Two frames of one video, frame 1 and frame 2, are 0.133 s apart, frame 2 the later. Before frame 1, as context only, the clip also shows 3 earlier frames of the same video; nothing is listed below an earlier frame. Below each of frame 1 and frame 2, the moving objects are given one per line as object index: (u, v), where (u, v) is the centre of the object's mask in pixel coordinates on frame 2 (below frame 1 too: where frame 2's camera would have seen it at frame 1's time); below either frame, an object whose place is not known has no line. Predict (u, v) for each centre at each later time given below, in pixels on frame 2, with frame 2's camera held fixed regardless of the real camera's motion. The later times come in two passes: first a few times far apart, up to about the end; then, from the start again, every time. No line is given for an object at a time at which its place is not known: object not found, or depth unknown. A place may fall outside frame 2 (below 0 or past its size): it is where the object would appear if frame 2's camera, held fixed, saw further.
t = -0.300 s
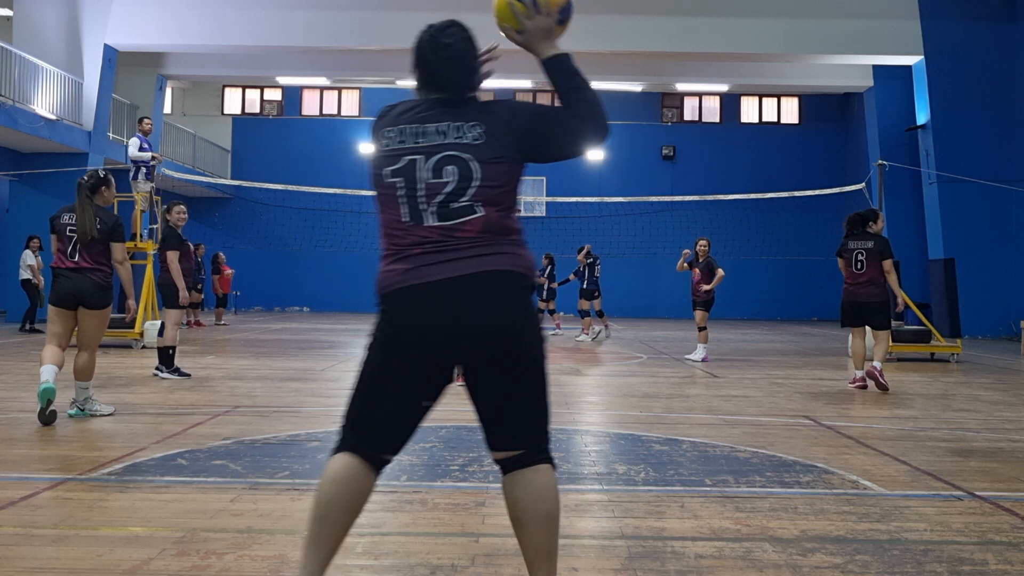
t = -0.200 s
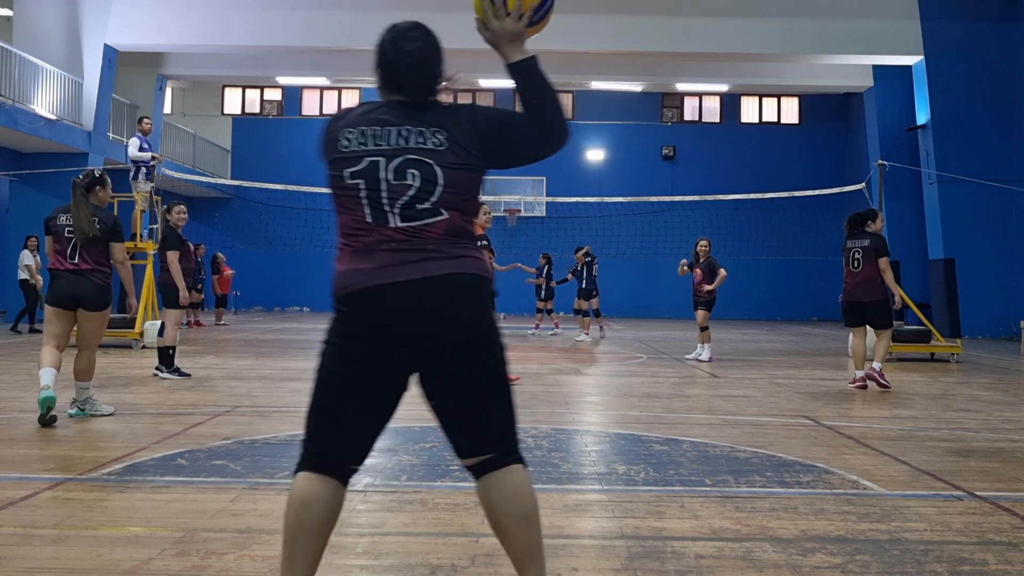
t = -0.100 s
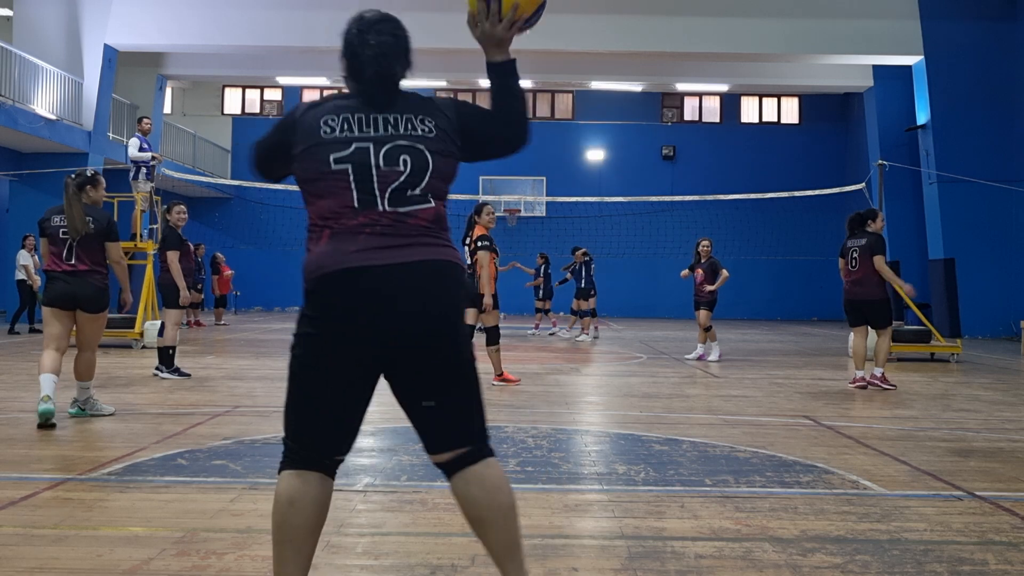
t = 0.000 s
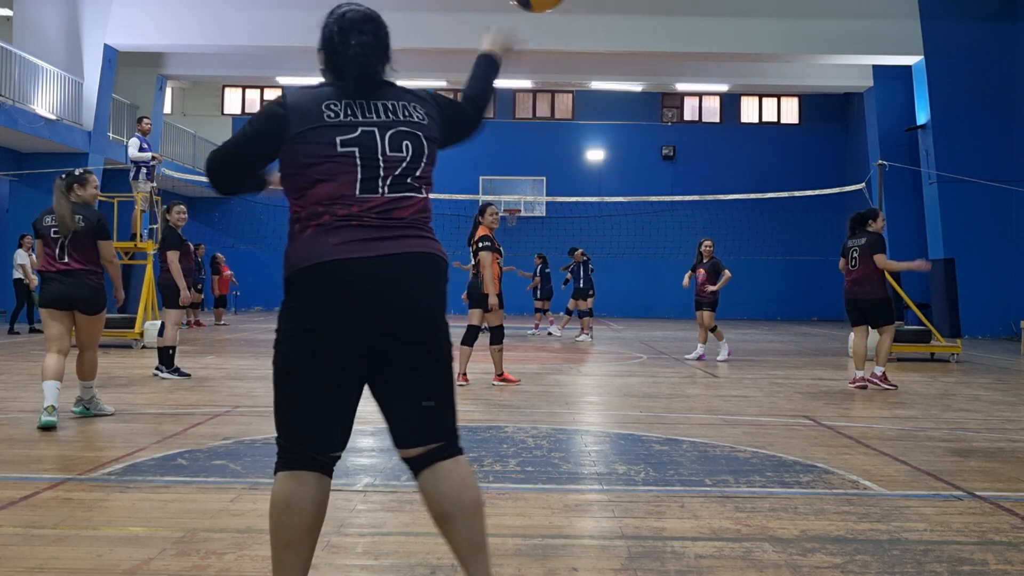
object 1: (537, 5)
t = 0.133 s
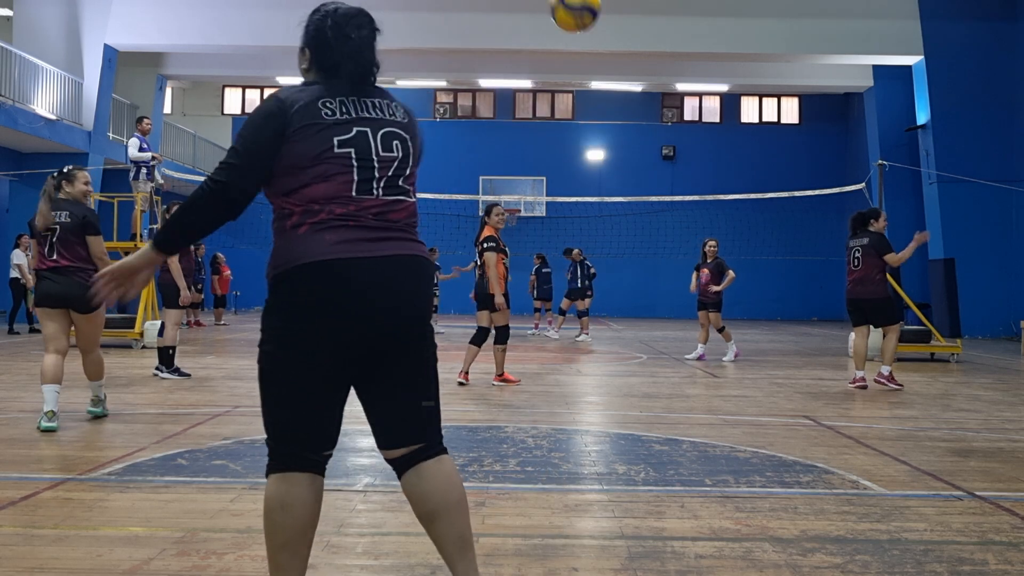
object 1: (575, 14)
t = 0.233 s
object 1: (592, 41)
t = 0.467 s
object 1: (621, 145)
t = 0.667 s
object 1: (634, 251)
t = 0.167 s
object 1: (581, 19)
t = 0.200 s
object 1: (587, 27)
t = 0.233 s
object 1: (592, 41)
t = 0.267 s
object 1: (597, 53)
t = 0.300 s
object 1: (601, 67)
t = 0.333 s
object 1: (606, 82)
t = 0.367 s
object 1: (610, 100)
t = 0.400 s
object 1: (613, 112)
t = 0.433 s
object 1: (618, 128)
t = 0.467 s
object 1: (621, 145)
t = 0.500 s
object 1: (623, 162)
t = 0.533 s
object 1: (626, 179)
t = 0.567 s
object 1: (629, 197)
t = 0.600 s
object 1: (631, 215)
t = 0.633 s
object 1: (632, 232)
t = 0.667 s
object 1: (634, 251)
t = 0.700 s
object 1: (636, 269)
